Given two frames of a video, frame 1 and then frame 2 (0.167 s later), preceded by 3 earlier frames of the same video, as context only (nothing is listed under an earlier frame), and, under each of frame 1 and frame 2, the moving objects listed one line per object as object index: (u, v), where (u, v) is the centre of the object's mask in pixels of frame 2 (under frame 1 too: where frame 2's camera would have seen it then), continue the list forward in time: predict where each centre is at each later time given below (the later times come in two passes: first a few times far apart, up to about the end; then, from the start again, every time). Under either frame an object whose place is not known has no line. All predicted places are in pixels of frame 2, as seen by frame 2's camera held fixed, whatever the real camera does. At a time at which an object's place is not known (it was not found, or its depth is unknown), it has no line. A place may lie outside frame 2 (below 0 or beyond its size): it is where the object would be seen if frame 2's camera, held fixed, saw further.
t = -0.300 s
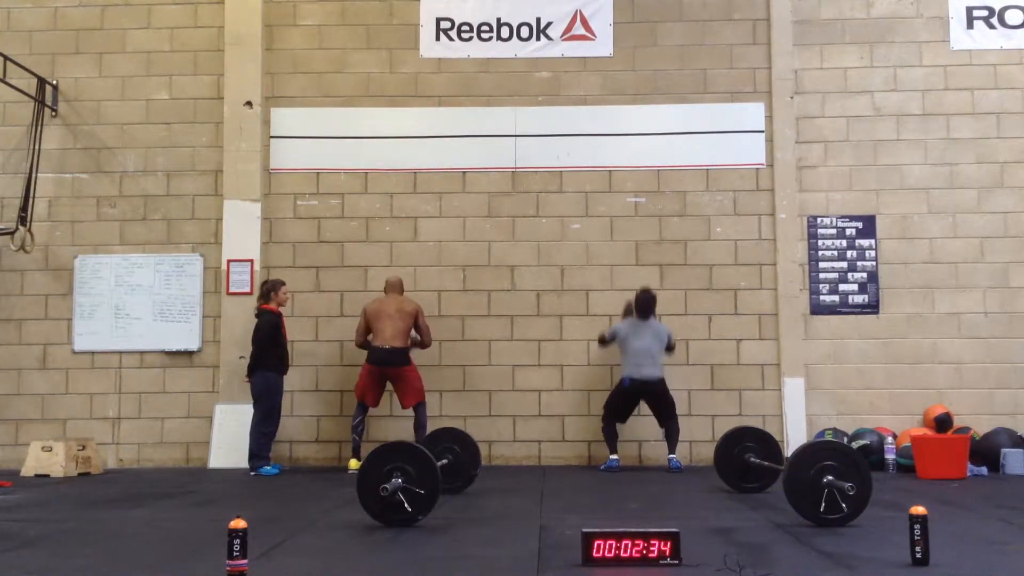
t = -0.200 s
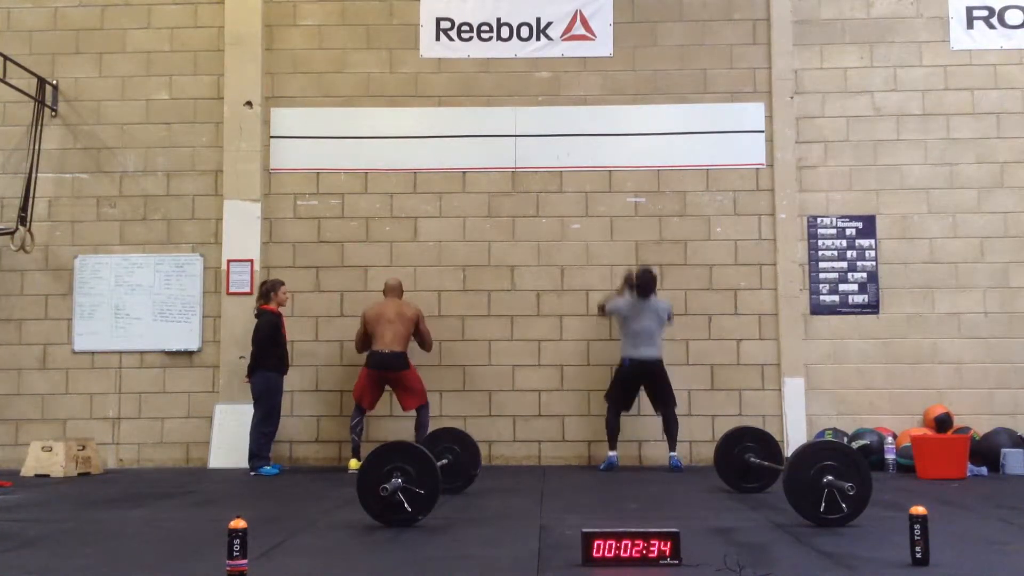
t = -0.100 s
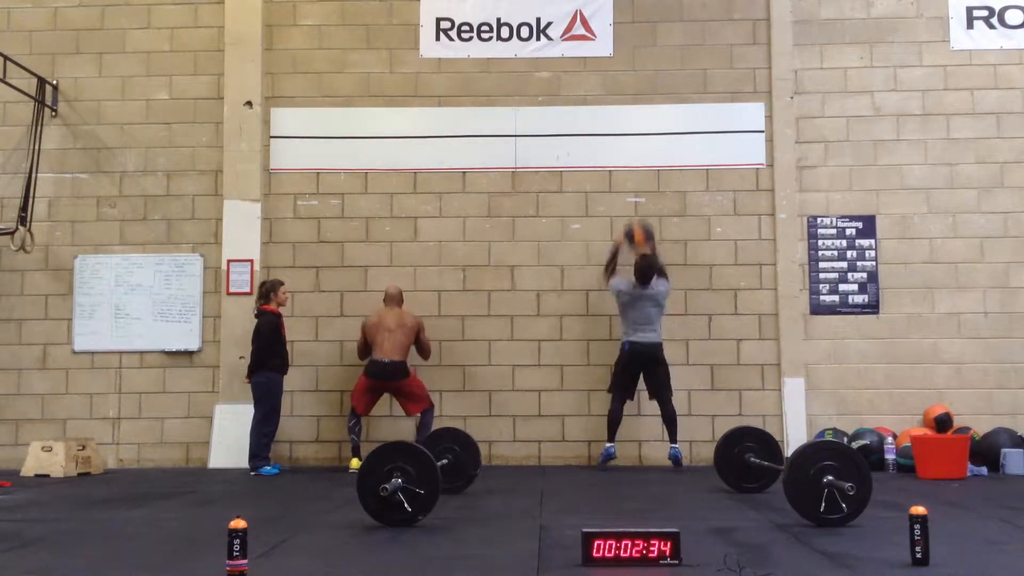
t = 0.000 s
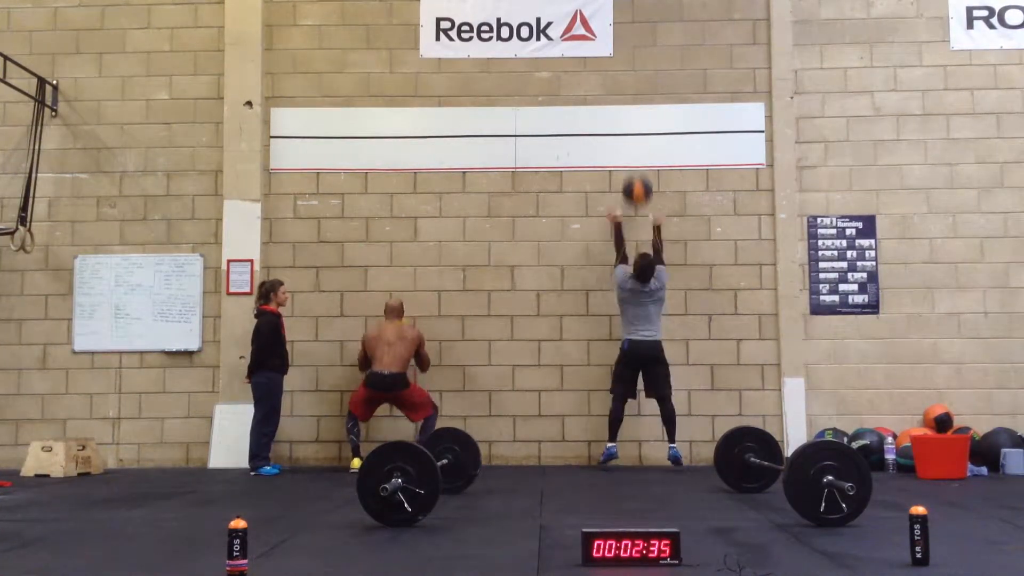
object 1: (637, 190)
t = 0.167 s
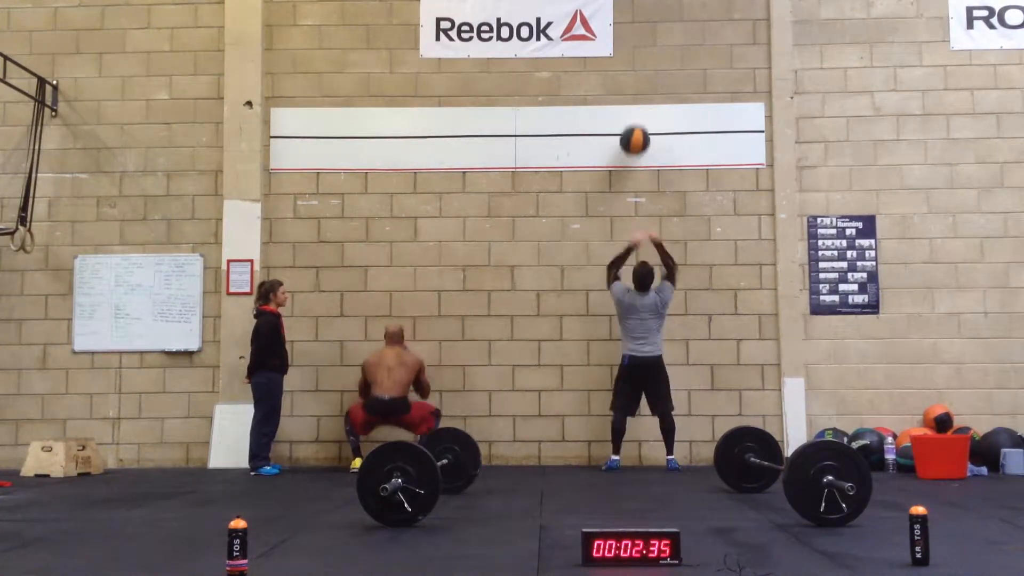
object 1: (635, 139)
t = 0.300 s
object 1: (633, 122)
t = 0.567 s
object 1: (634, 134)
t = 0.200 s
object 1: (634, 133)
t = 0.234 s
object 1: (634, 129)
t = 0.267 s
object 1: (633, 124)
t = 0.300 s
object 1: (633, 122)
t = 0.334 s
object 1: (633, 120)
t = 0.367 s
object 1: (633, 119)
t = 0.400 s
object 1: (633, 119)
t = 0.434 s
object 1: (633, 120)
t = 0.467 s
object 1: (633, 121)
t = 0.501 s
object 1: (633, 124)
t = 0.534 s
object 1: (634, 129)
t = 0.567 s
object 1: (634, 134)
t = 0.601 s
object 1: (634, 140)
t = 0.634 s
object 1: (635, 149)
